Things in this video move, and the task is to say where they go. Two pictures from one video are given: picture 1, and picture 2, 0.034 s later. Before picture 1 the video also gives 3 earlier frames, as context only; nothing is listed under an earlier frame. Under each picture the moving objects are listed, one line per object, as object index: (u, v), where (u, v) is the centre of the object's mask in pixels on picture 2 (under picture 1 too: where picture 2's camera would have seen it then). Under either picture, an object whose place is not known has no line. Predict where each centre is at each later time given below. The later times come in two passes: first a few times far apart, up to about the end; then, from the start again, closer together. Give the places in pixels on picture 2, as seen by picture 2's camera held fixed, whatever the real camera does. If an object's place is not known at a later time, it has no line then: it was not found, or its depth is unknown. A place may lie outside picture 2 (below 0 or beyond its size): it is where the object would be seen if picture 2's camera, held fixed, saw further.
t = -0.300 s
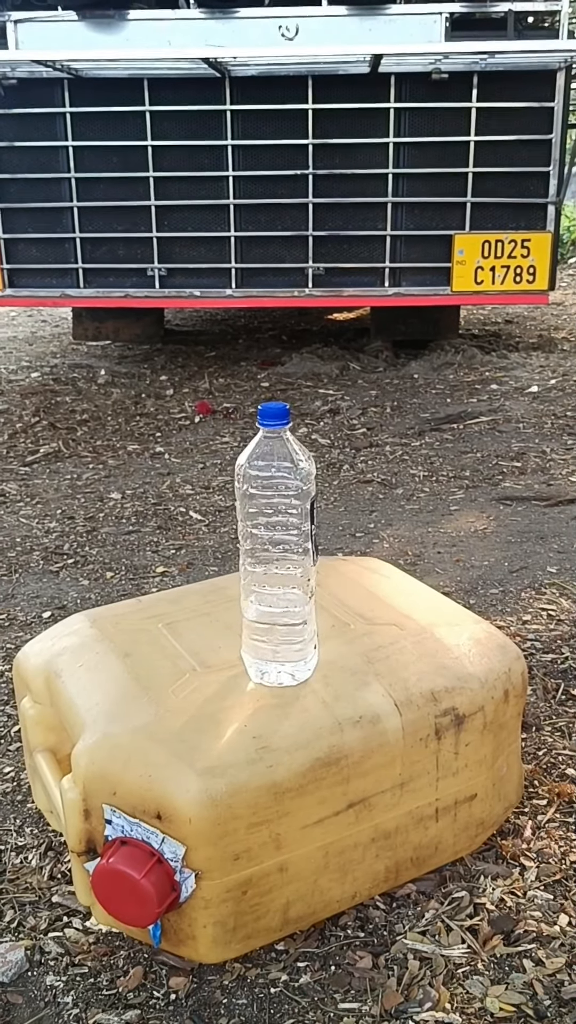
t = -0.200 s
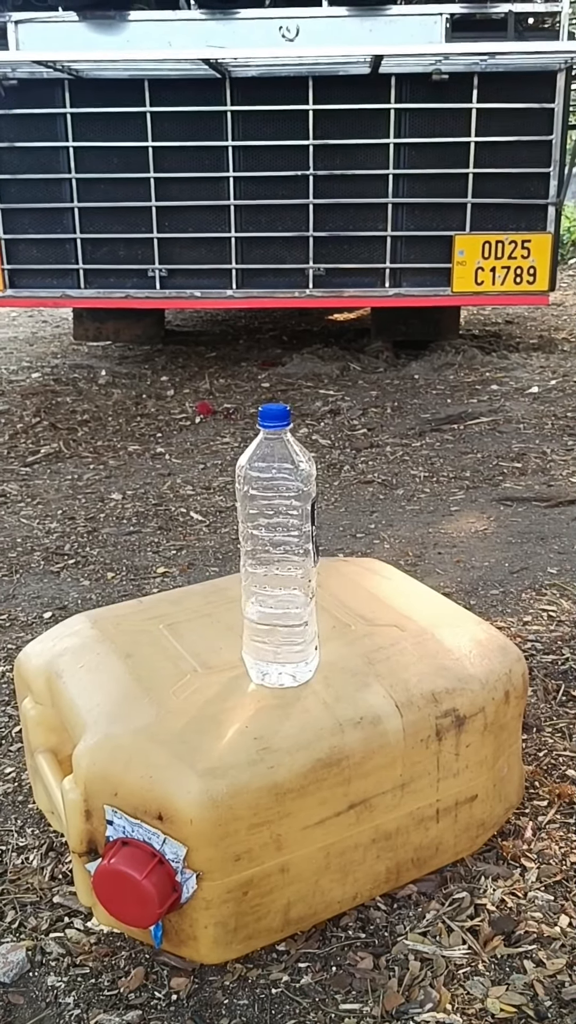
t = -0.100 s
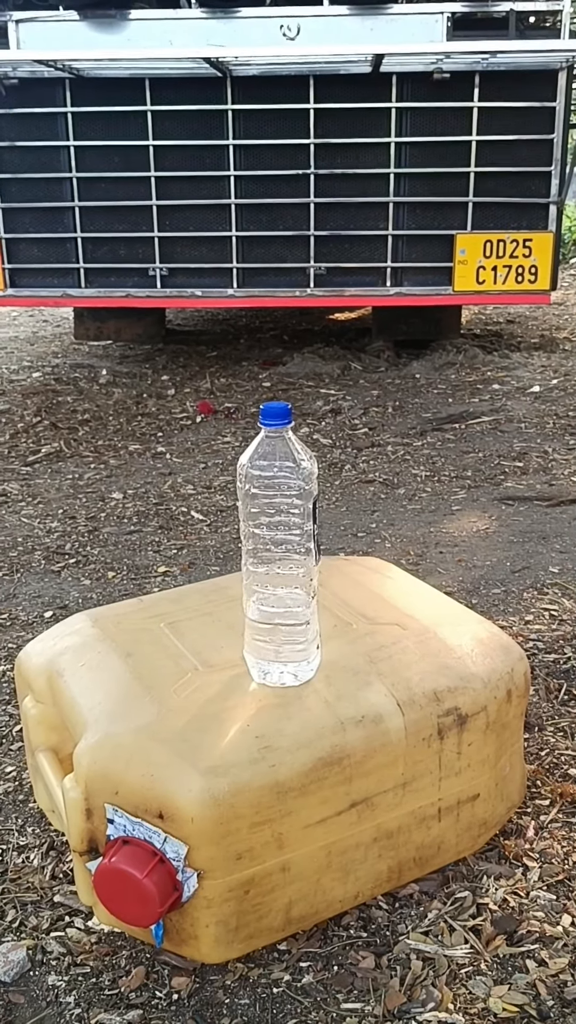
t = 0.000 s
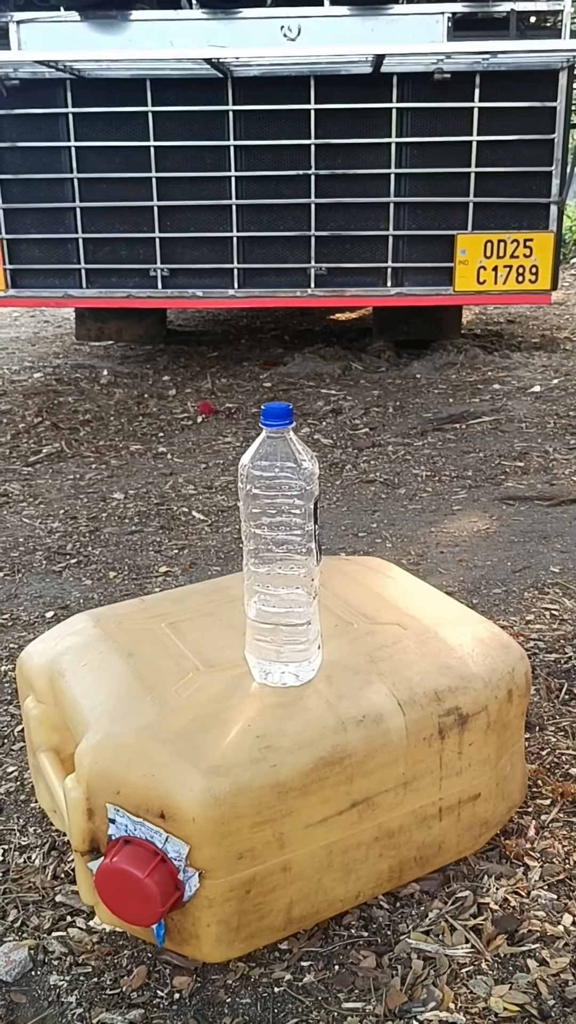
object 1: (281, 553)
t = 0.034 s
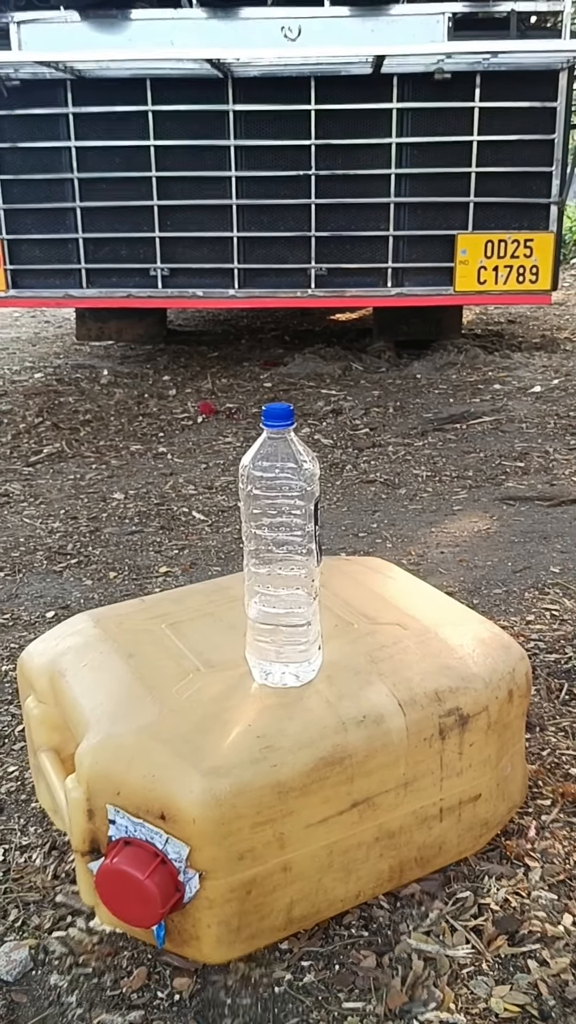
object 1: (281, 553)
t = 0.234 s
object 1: (288, 557)
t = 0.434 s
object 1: (297, 565)
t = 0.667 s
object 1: (315, 588)
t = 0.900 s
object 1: (396, 728)
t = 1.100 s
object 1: (359, 970)
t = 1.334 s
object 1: (339, 975)
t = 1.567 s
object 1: (369, 973)
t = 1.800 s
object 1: (361, 976)
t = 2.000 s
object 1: (367, 977)
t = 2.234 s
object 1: (367, 979)
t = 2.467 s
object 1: (371, 981)
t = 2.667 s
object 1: (370, 983)
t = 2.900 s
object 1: (371, 983)
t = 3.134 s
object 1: (371, 983)
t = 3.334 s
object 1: (371, 983)
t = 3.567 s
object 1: (372, 985)
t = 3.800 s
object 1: (373, 986)
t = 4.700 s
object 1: (372, 985)
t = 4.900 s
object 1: (372, 985)
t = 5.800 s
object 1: (368, 978)
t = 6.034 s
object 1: (366, 974)
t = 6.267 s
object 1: (365, 972)
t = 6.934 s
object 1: (364, 972)
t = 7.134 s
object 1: (365, 972)
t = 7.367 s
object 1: (364, 972)
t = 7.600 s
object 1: (364, 971)
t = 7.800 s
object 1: (365, 972)
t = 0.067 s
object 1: (282, 554)
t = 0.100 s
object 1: (283, 555)
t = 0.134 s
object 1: (285, 555)
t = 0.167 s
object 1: (285, 556)
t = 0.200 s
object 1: (286, 556)
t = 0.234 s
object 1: (288, 557)
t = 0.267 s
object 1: (289, 558)
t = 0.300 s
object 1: (291, 560)
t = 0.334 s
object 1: (293, 561)
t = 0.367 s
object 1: (295, 563)
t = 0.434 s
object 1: (297, 565)
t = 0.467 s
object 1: (299, 567)
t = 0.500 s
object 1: (302, 569)
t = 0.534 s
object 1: (303, 572)
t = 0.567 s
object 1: (306, 576)
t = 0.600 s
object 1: (309, 579)
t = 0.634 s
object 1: (312, 584)
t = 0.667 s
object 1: (315, 588)
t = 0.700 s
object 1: (319, 594)
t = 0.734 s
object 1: (323, 600)
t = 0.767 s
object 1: (329, 608)
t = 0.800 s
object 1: (338, 621)
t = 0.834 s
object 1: (352, 642)
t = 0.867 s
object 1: (371, 680)
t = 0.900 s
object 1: (396, 728)
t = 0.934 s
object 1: (415, 797)
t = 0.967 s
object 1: (429, 875)
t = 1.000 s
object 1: (424, 943)
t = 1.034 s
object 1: (393, 973)
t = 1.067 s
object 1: (376, 971)
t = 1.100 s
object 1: (359, 970)
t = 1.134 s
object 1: (349, 973)
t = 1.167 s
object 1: (346, 972)
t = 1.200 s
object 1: (342, 972)
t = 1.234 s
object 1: (339, 974)
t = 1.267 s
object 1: (336, 974)
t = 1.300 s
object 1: (337, 974)
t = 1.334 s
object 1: (339, 975)
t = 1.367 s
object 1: (347, 973)
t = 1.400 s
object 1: (356, 972)
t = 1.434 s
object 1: (362, 973)
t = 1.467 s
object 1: (364, 973)
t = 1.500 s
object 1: (365, 973)
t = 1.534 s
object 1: (367, 973)
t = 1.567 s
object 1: (369, 973)
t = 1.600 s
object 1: (370, 973)
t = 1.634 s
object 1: (369, 974)
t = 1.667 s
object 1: (367, 975)
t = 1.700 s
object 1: (365, 975)
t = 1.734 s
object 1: (364, 976)
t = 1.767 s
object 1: (363, 977)
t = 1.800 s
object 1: (361, 976)
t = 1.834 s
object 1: (360, 976)
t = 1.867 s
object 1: (361, 976)
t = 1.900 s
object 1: (363, 976)
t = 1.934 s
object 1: (366, 976)
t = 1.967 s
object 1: (368, 976)
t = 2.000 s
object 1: (367, 977)
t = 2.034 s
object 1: (368, 977)
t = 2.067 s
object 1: (369, 977)
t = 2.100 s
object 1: (368, 978)
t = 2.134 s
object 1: (368, 978)
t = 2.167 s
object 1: (368, 979)
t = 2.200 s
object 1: (367, 979)
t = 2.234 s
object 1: (367, 979)
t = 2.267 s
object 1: (367, 979)
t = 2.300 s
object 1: (367, 980)
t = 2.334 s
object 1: (368, 980)
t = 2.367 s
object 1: (369, 980)
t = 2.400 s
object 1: (370, 981)
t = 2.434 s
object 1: (370, 981)
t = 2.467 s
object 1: (371, 981)
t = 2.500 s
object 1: (371, 982)
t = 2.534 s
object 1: (371, 982)
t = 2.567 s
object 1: (371, 983)
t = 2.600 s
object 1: (370, 983)
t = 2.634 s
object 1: (370, 983)
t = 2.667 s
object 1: (370, 983)
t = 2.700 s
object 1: (371, 983)
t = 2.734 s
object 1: (371, 983)
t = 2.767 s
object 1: (371, 983)
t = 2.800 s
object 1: (372, 983)
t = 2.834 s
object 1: (371, 982)
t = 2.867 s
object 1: (371, 982)
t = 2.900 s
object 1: (371, 983)
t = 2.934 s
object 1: (371, 983)
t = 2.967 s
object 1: (371, 983)
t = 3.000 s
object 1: (371, 983)
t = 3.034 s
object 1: (371, 984)
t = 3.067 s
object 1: (371, 983)
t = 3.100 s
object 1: (371, 983)
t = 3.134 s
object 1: (371, 983)
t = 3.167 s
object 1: (371, 983)
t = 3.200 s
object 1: (371, 983)
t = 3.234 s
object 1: (371, 983)
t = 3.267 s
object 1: (371, 983)
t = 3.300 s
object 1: (371, 983)
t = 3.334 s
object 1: (371, 983)
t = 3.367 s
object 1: (371, 984)
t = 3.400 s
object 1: (371, 984)
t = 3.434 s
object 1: (371, 984)
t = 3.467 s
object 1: (372, 985)
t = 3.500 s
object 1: (372, 984)
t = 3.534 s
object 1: (372, 984)
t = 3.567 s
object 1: (372, 985)
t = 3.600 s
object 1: (372, 985)
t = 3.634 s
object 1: (372, 985)
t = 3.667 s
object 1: (372, 985)
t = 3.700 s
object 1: (372, 986)
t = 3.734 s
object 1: (372, 986)
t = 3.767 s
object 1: (372, 986)
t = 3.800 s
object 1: (373, 986)
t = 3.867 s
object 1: (373, 987)
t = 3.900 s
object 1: (373, 987)
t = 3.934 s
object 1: (373, 987)
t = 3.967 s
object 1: (373, 987)
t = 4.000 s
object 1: (373, 986)
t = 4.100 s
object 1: (373, 987)
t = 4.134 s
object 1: (374, 989)
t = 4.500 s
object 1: (373, 985)
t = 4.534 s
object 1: (372, 984)
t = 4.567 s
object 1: (372, 984)
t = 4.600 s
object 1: (372, 984)
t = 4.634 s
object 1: (372, 984)
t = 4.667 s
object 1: (372, 985)
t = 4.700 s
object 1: (372, 985)
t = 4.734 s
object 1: (372, 984)
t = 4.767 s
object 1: (373, 986)
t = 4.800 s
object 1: (372, 985)
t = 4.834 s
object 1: (372, 985)
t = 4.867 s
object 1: (372, 986)
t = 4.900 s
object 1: (372, 985)
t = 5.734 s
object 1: (369, 980)
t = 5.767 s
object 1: (368, 978)
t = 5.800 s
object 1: (368, 978)
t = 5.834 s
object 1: (367, 977)
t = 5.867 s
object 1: (367, 976)
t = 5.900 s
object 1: (366, 975)
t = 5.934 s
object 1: (366, 975)
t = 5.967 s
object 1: (366, 974)
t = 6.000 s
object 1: (366, 974)
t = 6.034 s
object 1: (366, 974)
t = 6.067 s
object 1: (366, 973)
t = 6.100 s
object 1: (365, 973)
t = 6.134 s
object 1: (365, 973)
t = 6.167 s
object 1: (365, 973)
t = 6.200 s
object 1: (365, 972)
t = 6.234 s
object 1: (365, 972)
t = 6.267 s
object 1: (365, 972)
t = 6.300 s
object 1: (365, 972)
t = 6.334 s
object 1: (365, 972)
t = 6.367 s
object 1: (365, 972)
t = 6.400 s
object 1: (365, 972)
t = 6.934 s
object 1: (364, 972)
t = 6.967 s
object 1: (365, 972)
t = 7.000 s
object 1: (364, 972)
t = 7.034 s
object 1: (364, 972)
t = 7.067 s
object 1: (365, 972)
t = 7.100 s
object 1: (365, 972)
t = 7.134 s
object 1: (365, 972)
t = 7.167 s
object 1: (364, 972)
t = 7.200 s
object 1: (364, 971)
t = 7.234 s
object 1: (364, 971)
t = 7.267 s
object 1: (364, 971)
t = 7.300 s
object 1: (364, 970)
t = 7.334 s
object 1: (364, 971)
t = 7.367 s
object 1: (364, 972)
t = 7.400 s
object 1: (364, 972)
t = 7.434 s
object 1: (364, 971)
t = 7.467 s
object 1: (364, 971)
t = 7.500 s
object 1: (364, 971)
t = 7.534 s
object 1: (364, 971)
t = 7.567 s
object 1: (364, 971)
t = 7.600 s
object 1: (364, 971)
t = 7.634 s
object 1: (364, 971)
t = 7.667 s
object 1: (364, 971)
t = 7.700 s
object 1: (364, 971)
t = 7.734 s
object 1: (364, 972)
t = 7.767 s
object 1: (364, 972)
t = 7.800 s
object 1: (365, 972)
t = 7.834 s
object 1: (365, 972)
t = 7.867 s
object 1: (365, 972)
